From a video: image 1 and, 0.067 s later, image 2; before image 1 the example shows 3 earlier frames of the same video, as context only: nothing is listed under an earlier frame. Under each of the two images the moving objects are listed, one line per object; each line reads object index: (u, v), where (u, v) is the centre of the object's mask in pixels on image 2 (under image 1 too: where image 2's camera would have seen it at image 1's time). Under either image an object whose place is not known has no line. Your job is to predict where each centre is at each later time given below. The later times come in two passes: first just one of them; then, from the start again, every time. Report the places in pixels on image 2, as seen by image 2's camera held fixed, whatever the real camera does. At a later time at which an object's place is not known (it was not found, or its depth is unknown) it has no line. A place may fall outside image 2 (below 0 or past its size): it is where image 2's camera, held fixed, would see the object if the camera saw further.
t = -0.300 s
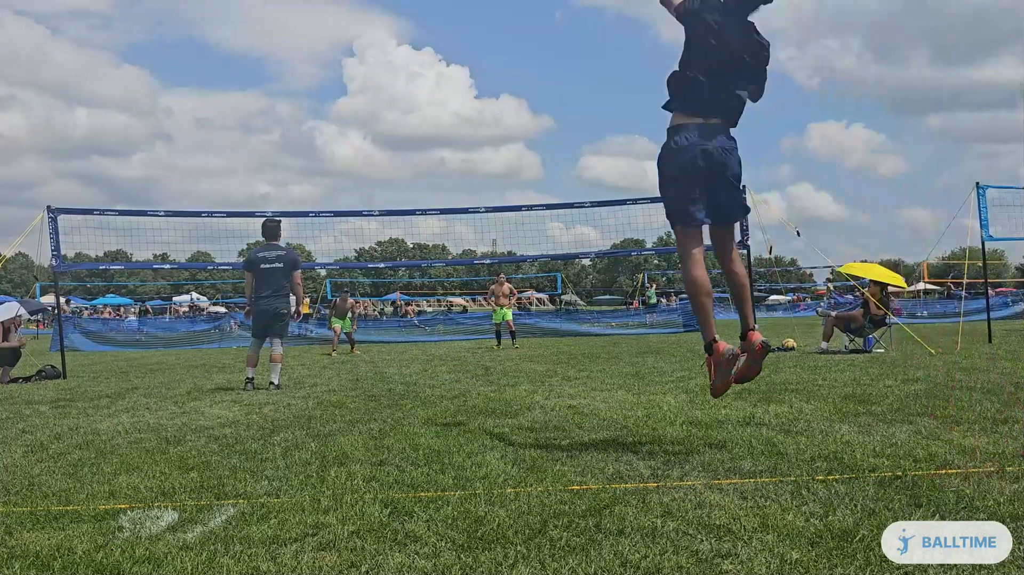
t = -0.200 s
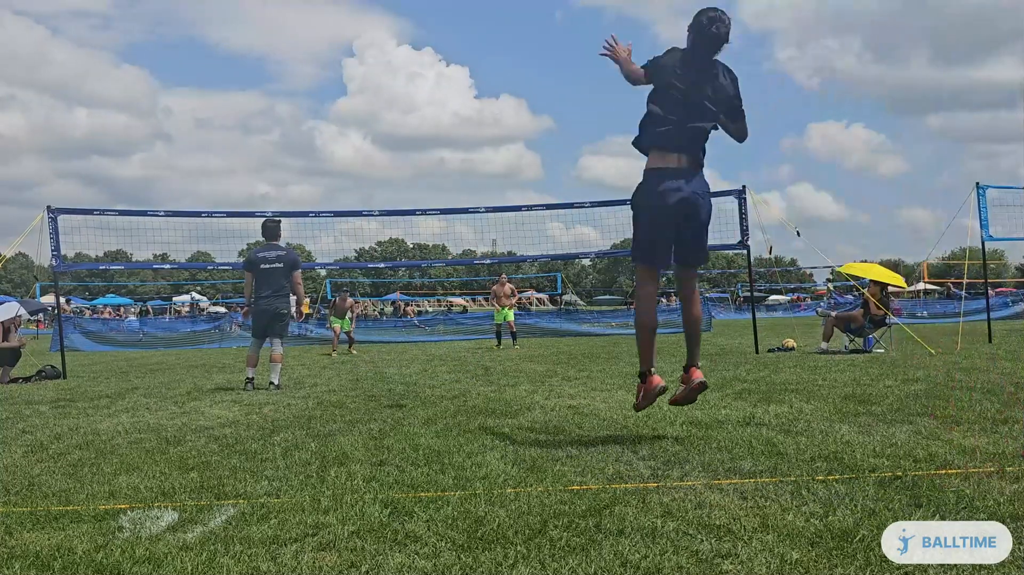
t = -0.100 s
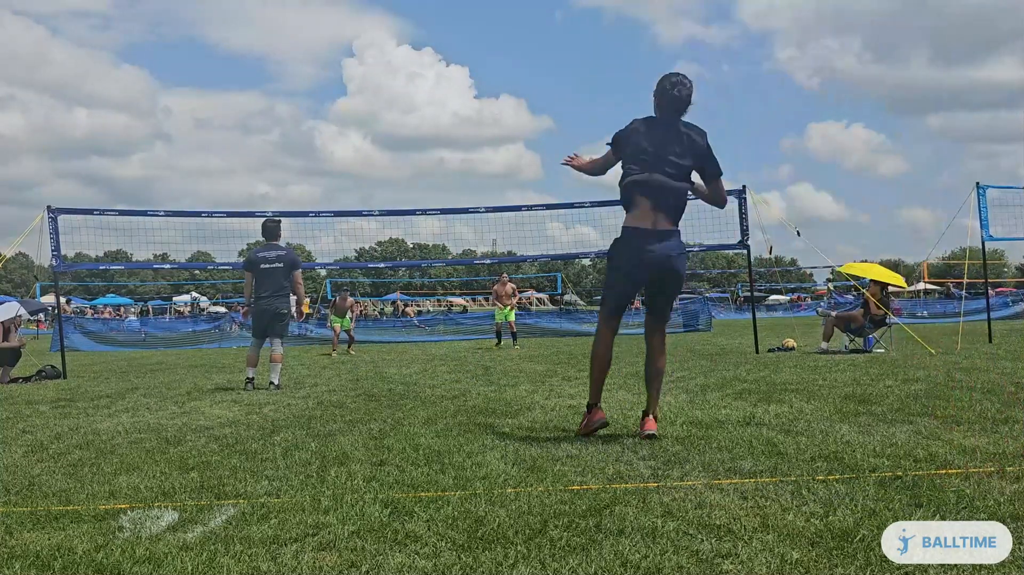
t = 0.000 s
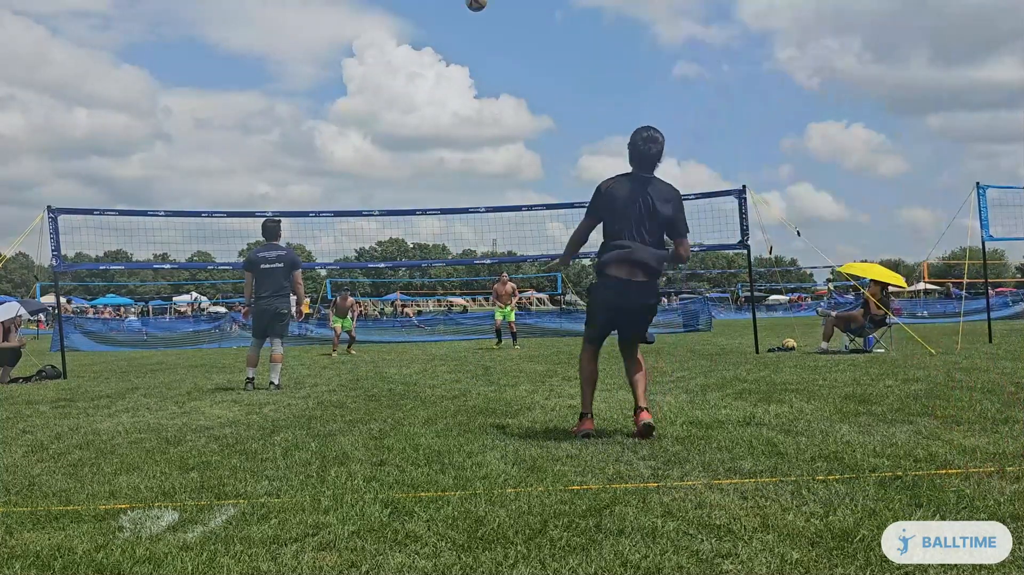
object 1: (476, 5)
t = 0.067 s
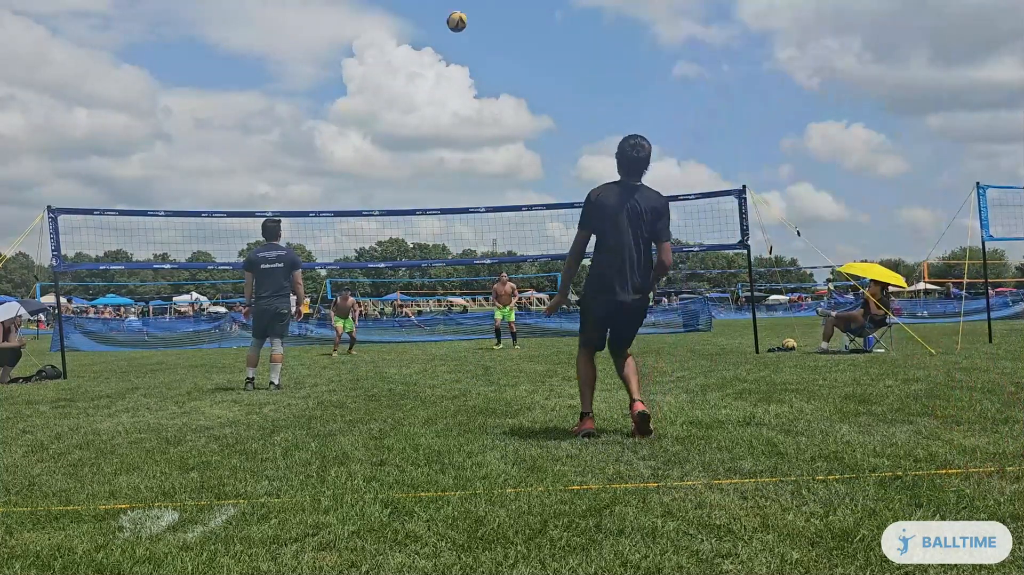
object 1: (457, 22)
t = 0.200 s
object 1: (426, 65)
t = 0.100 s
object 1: (448, 32)
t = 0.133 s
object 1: (440, 43)
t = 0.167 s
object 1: (433, 53)
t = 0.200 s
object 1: (426, 65)
